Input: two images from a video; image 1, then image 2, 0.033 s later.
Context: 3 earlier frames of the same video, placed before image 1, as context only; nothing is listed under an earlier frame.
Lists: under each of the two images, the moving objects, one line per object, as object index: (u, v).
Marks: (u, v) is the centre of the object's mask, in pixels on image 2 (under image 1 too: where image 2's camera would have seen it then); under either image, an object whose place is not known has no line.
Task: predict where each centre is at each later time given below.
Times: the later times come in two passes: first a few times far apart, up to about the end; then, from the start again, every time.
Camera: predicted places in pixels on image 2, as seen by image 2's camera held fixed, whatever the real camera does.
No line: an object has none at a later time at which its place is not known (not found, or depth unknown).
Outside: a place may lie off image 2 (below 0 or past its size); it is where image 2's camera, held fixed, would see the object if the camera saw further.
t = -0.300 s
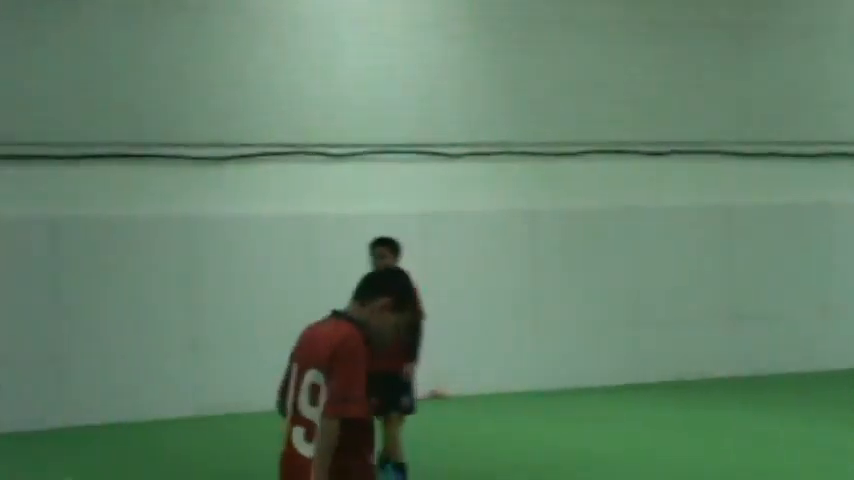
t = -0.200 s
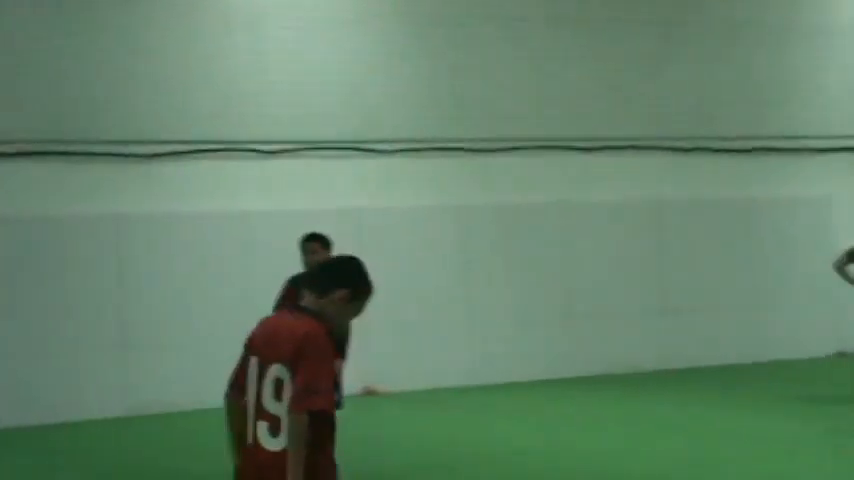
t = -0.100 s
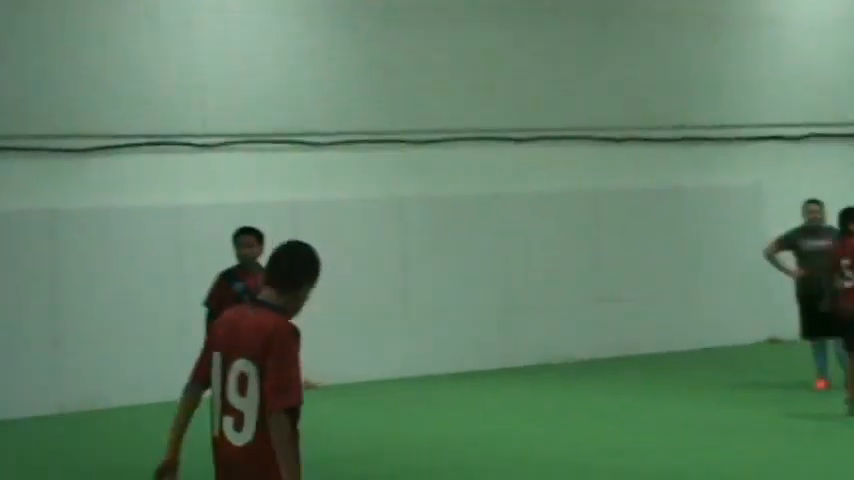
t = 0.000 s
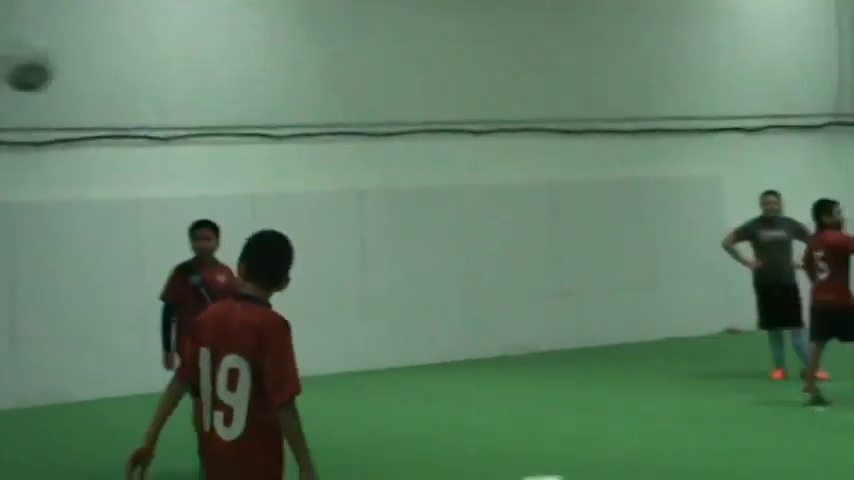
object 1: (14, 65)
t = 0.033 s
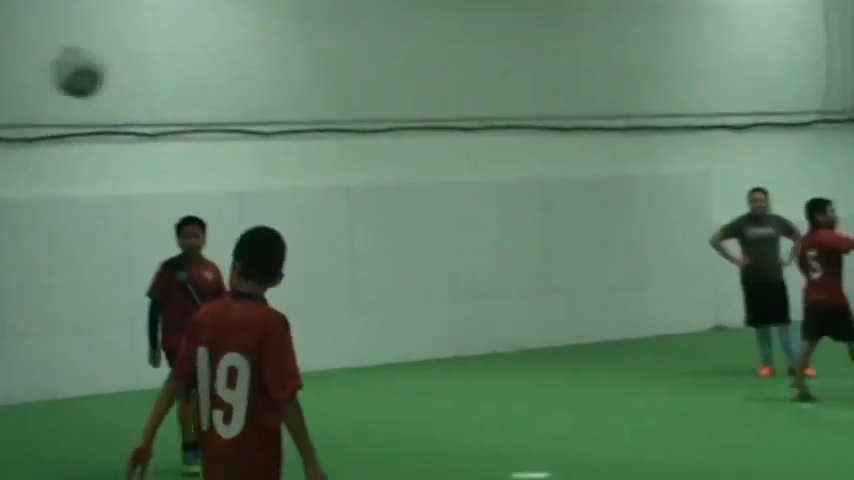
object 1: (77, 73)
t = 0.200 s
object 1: (358, 155)
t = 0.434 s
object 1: (670, 339)
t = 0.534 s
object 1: (784, 443)
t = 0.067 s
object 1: (139, 85)
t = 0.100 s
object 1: (196, 99)
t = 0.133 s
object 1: (253, 117)
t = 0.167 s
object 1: (307, 134)
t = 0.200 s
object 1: (358, 155)
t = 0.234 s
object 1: (407, 178)
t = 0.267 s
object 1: (454, 200)
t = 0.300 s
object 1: (501, 225)
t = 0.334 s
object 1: (544, 251)
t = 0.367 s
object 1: (587, 280)
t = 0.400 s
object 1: (629, 310)
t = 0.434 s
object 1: (670, 339)
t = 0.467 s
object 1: (708, 372)
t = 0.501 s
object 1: (746, 407)
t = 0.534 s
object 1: (784, 443)
